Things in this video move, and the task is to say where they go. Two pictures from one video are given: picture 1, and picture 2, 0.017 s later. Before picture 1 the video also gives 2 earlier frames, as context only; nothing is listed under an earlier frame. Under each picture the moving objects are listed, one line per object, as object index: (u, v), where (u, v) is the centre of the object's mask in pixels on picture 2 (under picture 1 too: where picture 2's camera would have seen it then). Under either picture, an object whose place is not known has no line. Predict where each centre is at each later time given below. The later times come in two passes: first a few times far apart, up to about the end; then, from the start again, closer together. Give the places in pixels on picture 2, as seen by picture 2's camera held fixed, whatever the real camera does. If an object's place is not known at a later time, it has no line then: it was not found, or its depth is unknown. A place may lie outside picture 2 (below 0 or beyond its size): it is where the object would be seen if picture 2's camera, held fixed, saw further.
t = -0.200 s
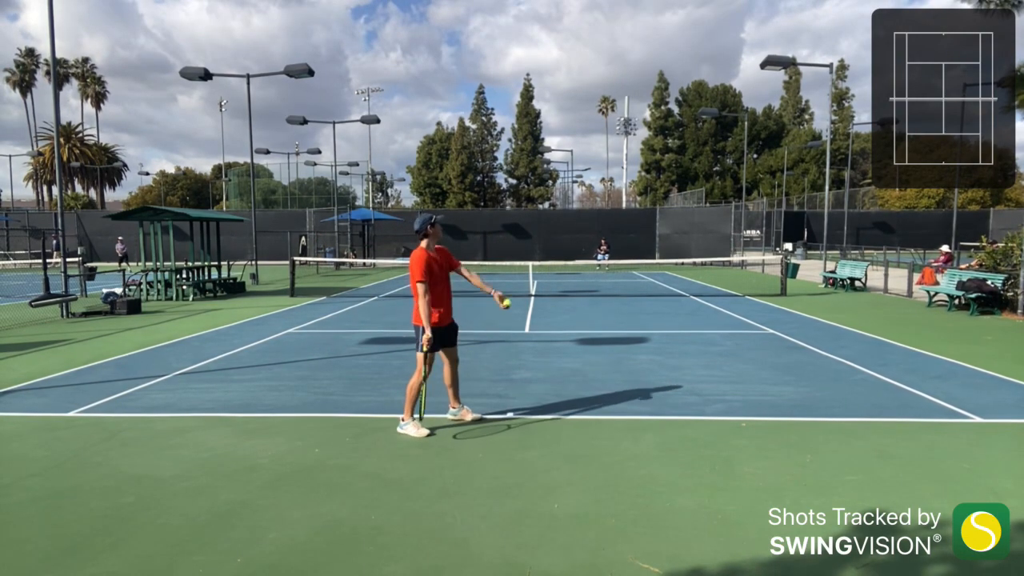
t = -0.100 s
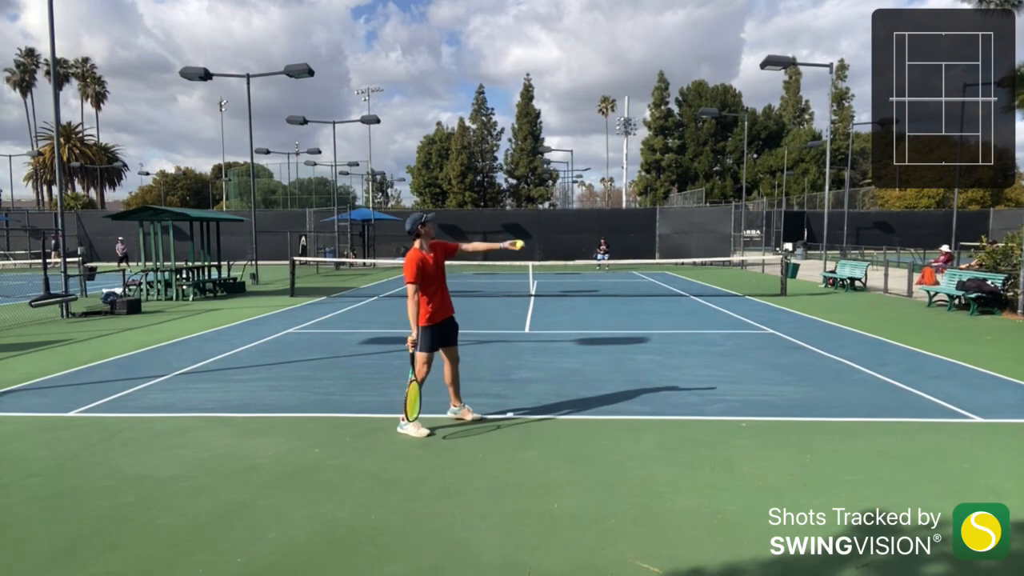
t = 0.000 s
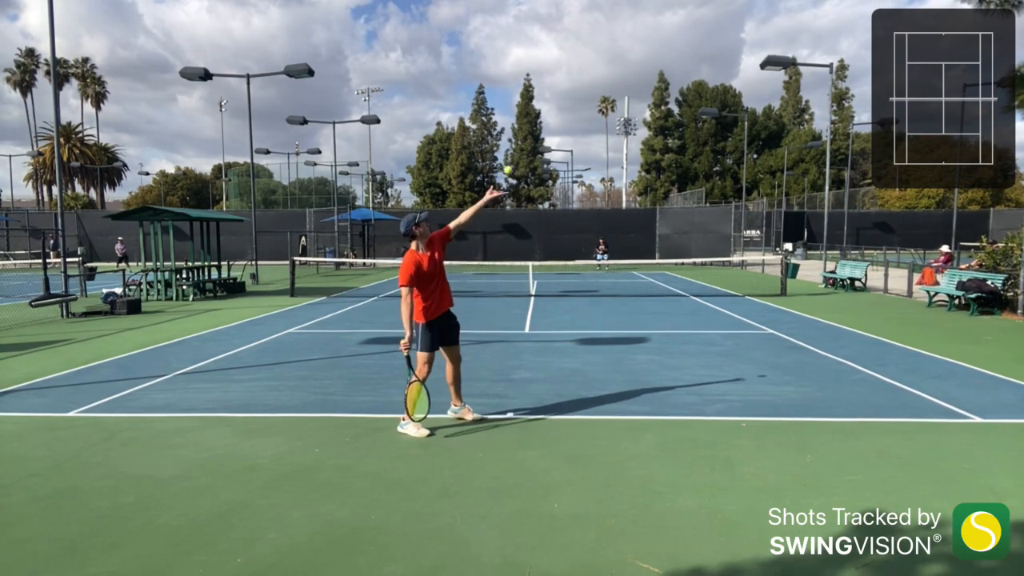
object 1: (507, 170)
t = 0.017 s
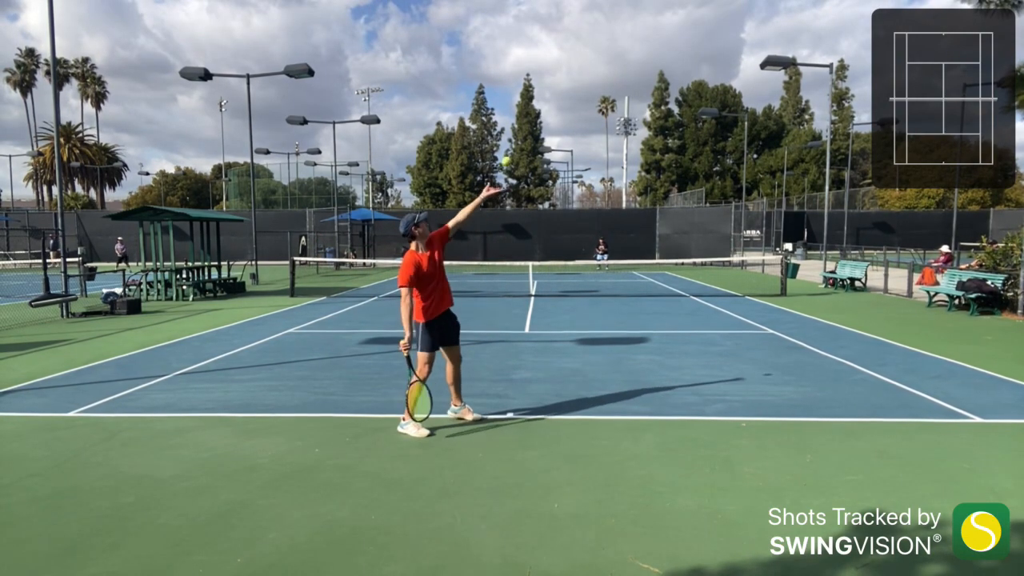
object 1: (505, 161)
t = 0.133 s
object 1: (493, 106)
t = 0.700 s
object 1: (435, 79)
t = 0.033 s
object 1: (504, 151)
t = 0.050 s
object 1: (501, 143)
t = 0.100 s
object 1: (496, 120)
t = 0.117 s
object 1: (494, 112)
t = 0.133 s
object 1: (493, 106)
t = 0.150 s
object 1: (491, 100)
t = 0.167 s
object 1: (489, 93)
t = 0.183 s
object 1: (487, 87)
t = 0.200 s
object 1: (485, 82)
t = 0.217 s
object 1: (484, 77)
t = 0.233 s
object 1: (482, 72)
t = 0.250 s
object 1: (481, 68)
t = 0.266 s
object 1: (479, 64)
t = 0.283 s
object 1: (477, 60)
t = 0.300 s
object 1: (475, 57)
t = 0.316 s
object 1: (474, 54)
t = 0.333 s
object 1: (472, 51)
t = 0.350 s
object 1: (470, 49)
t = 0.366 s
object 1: (468, 47)
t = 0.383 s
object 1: (467, 45)
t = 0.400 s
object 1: (465, 44)
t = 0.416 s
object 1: (463, 43)
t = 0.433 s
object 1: (462, 42)
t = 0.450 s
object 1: (460, 42)
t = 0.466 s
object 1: (458, 42)
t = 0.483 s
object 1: (455, 43)
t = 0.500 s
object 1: (454, 44)
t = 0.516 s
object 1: (452, 45)
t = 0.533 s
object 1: (450, 47)
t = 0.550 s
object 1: (449, 49)
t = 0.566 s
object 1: (447, 51)
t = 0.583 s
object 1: (446, 54)
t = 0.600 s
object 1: (444, 56)
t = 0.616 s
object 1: (443, 59)
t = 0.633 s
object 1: (441, 63)
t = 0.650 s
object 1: (440, 66)
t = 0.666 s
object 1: (438, 70)
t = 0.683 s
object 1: (437, 75)
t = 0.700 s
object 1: (435, 79)
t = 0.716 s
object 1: (434, 84)
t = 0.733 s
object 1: (432, 89)
